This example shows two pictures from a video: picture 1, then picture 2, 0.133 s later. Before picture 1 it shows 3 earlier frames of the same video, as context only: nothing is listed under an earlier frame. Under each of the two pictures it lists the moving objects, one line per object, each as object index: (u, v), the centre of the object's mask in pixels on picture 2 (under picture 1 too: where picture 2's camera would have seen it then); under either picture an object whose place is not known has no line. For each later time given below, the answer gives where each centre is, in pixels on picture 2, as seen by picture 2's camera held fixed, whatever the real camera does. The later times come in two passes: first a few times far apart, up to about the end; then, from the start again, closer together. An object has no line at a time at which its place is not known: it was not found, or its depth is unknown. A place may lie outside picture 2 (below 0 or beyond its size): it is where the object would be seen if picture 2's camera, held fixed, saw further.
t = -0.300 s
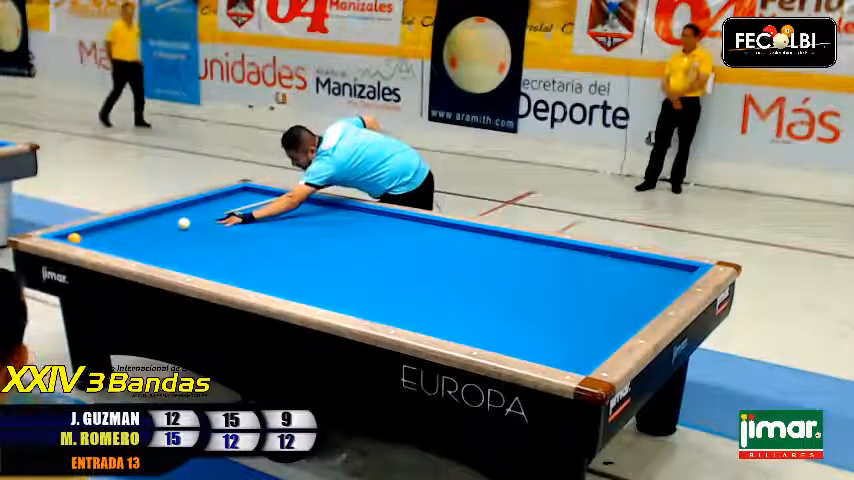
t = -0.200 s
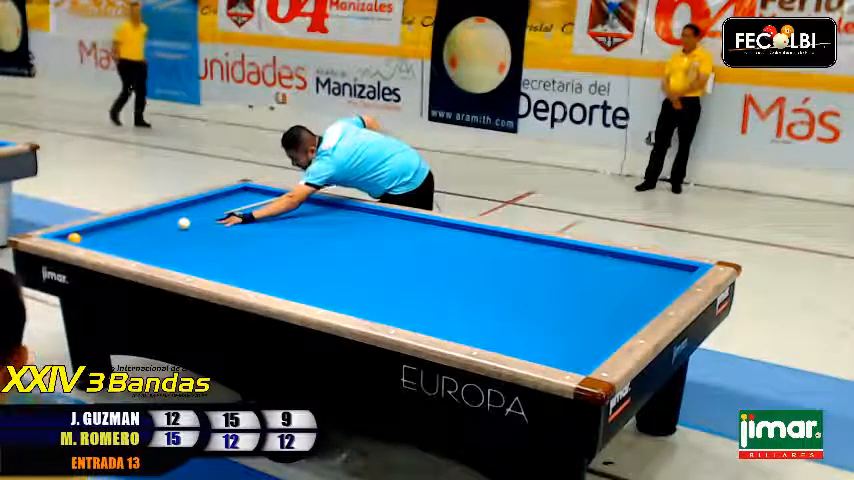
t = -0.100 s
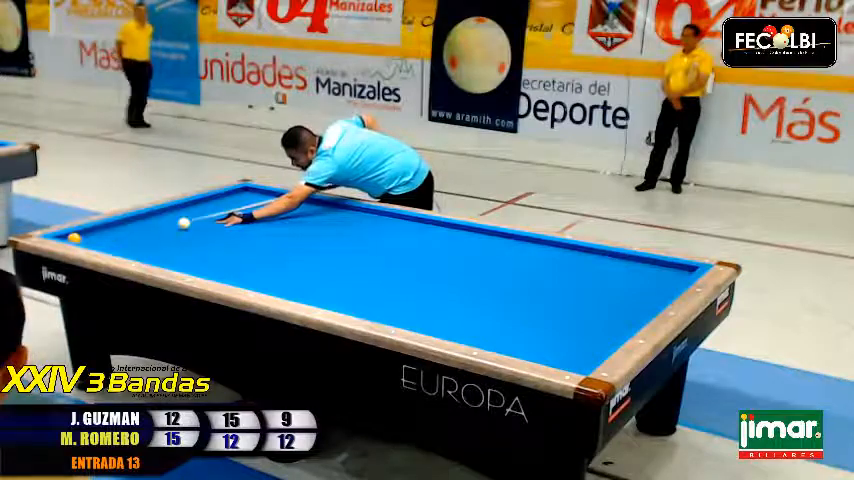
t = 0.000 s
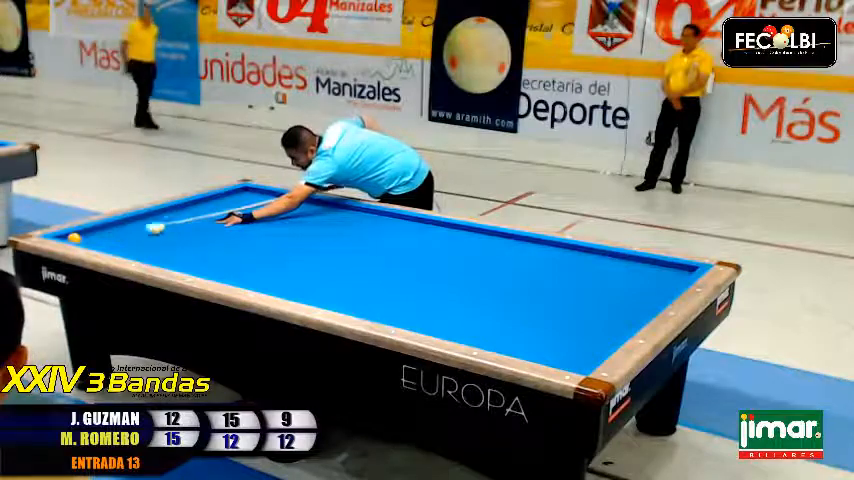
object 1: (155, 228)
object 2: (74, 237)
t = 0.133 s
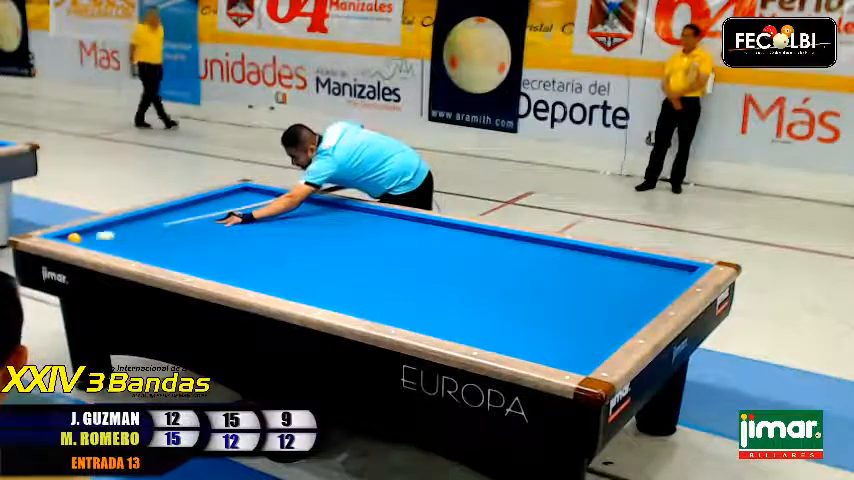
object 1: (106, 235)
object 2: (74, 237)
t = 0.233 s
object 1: (83, 240)
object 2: (68, 236)
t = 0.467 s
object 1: (110, 229)
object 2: (69, 236)
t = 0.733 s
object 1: (129, 219)
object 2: (83, 238)
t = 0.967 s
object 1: (155, 213)
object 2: (96, 241)
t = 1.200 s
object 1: (181, 209)
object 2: (107, 244)
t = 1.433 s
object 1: (204, 204)
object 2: (117, 245)
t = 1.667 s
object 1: (228, 201)
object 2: (128, 246)
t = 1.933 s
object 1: (252, 197)
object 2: (143, 248)
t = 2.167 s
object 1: (273, 194)
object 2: (154, 249)
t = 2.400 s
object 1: (274, 196)
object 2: (164, 250)
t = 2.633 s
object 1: (273, 199)
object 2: (174, 252)
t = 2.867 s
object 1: (272, 203)
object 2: (185, 253)
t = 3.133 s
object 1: (267, 208)
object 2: (194, 255)
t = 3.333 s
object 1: (262, 212)
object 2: (203, 256)
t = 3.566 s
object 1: (257, 216)
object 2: (213, 257)
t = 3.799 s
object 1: (253, 220)
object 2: (222, 259)
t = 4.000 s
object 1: (248, 222)
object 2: (229, 260)
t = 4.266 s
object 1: (243, 226)
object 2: (238, 261)
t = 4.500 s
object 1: (239, 230)
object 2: (246, 262)
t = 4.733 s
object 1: (234, 233)
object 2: (253, 263)
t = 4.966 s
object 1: (230, 236)
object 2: (258, 263)
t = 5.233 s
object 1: (225, 240)
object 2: (266, 264)
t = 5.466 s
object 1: (221, 243)
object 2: (271, 265)
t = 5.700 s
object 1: (216, 246)
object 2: (277, 265)
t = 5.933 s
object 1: (212, 249)
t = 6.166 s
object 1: (209, 251)
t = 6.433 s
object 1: (204, 256)
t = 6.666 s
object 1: (201, 258)
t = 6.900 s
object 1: (198, 260)
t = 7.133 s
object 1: (193, 263)
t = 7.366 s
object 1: (191, 264)
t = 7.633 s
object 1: (188, 266)
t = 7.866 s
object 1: (189, 267)
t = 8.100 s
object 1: (193, 266)
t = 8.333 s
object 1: (196, 266)
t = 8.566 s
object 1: (199, 266)
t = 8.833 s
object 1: (202, 266)
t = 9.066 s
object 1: (203, 266)
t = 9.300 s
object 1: (205, 266)
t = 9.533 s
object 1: (205, 266)
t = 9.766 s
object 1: (206, 266)
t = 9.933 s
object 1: (206, 266)
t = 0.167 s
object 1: (93, 237)
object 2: (73, 237)
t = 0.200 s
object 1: (85, 239)
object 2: (72, 237)
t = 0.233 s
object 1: (83, 240)
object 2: (68, 236)
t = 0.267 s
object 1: (87, 238)
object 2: (63, 236)
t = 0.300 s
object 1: (92, 236)
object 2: (61, 236)
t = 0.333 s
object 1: (97, 235)
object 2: (62, 236)
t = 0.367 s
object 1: (101, 233)
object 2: (63, 236)
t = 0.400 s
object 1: (104, 231)
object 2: (65, 236)
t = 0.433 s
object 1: (108, 229)
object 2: (67, 236)
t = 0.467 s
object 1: (110, 229)
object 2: (69, 236)
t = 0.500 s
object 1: (112, 228)
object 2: (70, 237)
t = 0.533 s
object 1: (115, 226)
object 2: (73, 237)
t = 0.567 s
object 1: (118, 225)
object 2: (75, 237)
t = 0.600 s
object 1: (120, 223)
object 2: (76, 238)
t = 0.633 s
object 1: (122, 222)
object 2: (77, 238)
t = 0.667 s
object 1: (125, 222)
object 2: (79, 238)
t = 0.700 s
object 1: (127, 220)
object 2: (82, 238)
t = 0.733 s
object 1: (129, 219)
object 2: (83, 238)
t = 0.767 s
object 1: (133, 218)
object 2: (85, 239)
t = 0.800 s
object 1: (136, 217)
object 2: (85, 239)
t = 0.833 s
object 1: (140, 216)
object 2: (88, 239)
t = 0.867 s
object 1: (144, 216)
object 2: (88, 239)
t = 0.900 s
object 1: (148, 215)
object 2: (92, 240)
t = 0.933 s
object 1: (152, 214)
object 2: (95, 241)
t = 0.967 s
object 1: (155, 213)
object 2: (96, 241)
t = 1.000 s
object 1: (159, 213)
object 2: (97, 241)
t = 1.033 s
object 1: (162, 212)
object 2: (97, 241)
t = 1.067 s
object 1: (166, 211)
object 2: (102, 242)
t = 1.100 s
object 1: (169, 210)
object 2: (102, 242)
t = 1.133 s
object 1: (173, 210)
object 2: (105, 243)
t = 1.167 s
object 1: (177, 210)
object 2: (106, 243)
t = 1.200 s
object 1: (181, 209)
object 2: (107, 244)
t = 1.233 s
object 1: (184, 209)
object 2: (109, 243)
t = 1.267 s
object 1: (188, 208)
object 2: (109, 243)
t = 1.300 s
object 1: (191, 207)
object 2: (110, 243)
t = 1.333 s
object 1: (194, 207)
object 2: (114, 245)
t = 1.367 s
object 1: (198, 206)
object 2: (114, 245)
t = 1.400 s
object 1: (201, 205)
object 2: (117, 245)
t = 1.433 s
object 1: (204, 204)
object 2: (117, 245)
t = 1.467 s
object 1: (209, 204)
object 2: (120, 246)
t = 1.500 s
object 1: (211, 204)
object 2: (122, 246)
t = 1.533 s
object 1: (215, 203)
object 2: (126, 246)
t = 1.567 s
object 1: (218, 202)
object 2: (127, 246)
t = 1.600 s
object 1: (221, 202)
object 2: (127, 246)
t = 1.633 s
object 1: (224, 202)
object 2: (128, 246)
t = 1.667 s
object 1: (228, 201)
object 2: (128, 246)
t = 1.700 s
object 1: (231, 200)
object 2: (132, 247)
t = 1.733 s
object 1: (233, 199)
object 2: (133, 246)
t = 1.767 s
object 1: (236, 199)
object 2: (135, 247)
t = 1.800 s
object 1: (240, 198)
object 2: (136, 247)
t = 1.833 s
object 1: (242, 198)
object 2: (138, 248)
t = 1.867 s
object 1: (245, 197)
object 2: (140, 248)
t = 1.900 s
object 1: (249, 197)
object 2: (141, 249)
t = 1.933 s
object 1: (252, 197)
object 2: (143, 248)
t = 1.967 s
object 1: (255, 196)
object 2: (145, 248)
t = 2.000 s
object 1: (257, 196)
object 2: (146, 248)
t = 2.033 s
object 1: (261, 195)
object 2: (147, 248)
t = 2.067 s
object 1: (264, 195)
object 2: (149, 249)
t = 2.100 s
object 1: (266, 194)
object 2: (150, 249)
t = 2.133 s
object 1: (269, 194)
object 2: (151, 249)
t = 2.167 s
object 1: (273, 194)
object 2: (154, 249)
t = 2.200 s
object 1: (274, 194)
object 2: (155, 249)
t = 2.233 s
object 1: (275, 195)
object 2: (157, 250)
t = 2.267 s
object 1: (275, 195)
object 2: (158, 249)
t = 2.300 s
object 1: (275, 195)
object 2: (160, 250)
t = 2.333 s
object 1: (275, 195)
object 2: (162, 250)
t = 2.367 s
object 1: (275, 195)
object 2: (163, 250)
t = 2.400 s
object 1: (274, 196)
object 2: (164, 250)
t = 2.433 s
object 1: (274, 197)
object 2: (166, 251)
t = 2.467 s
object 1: (274, 198)
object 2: (167, 252)
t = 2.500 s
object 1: (274, 198)
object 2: (169, 252)
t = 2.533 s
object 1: (274, 198)
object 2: (170, 252)
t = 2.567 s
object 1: (273, 199)
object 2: (172, 252)
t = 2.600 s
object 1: (273, 199)
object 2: (173, 252)
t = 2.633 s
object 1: (273, 199)
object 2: (174, 252)
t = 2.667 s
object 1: (274, 200)
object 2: (175, 253)
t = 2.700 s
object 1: (273, 200)
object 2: (176, 252)
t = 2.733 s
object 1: (273, 202)
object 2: (179, 252)
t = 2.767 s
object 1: (273, 201)
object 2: (180, 252)
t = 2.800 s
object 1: (273, 201)
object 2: (182, 252)
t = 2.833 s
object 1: (272, 203)
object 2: (183, 252)
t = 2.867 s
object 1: (272, 203)
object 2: (185, 253)
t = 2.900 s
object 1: (272, 204)
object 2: (186, 254)
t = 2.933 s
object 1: (271, 205)
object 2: (187, 254)
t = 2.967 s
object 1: (271, 205)
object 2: (187, 254)
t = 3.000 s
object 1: (271, 206)
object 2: (188, 254)
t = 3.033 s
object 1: (271, 206)
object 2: (189, 254)
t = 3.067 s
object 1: (269, 207)
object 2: (191, 255)
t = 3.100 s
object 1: (269, 207)
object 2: (191, 254)
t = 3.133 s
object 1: (267, 208)
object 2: (194, 255)
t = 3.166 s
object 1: (265, 210)
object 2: (199, 256)
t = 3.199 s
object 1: (265, 210)
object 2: (200, 255)
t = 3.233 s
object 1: (264, 211)
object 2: (201, 256)
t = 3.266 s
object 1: (264, 211)
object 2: (201, 256)
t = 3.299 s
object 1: (264, 211)
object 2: (202, 256)
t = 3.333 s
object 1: (262, 212)
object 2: (203, 256)
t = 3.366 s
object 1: (262, 212)
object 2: (205, 257)
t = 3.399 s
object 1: (262, 213)
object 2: (207, 257)
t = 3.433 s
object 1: (261, 214)
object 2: (209, 257)
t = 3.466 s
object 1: (260, 214)
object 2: (210, 257)
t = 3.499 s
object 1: (260, 214)
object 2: (210, 257)
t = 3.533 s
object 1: (258, 215)
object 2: (212, 257)
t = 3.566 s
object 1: (257, 216)
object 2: (213, 257)
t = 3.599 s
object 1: (257, 216)
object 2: (215, 258)
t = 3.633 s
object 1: (256, 216)
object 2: (216, 258)
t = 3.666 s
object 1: (256, 216)
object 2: (216, 258)
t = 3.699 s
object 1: (255, 218)
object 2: (218, 258)
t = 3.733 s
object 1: (254, 217)
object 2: (219, 259)
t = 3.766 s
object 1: (253, 219)
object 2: (221, 259)
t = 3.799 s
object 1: (253, 220)
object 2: (222, 259)
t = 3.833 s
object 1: (252, 220)
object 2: (223, 259)
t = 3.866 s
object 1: (252, 220)
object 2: (224, 259)
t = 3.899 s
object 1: (251, 220)
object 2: (225, 259)
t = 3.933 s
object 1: (250, 221)
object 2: (226, 259)
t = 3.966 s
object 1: (249, 221)
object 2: (227, 260)
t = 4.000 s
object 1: (248, 222)
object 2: (229, 260)
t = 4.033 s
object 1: (248, 223)
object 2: (231, 260)
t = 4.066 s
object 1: (247, 223)
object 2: (232, 260)
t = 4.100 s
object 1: (246, 224)
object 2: (234, 261)
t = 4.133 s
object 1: (246, 224)
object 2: (235, 260)
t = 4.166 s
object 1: (246, 225)
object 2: (236, 260)
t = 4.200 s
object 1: (244, 225)
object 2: (236, 261)
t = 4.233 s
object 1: (244, 226)
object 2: (237, 261)
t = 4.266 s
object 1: (243, 226)
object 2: (238, 261)
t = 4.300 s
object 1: (243, 226)
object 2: (239, 261)
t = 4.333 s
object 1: (242, 228)
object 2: (240, 262)
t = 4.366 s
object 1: (242, 227)
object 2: (242, 262)
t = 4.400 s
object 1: (241, 228)
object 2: (242, 262)
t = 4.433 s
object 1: (240, 229)
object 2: (242, 262)
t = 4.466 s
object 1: (240, 230)
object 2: (244, 262)
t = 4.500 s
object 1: (239, 230)
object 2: (246, 262)
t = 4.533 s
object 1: (238, 230)
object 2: (247, 262)
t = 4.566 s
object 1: (238, 231)
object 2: (247, 262)
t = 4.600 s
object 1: (237, 231)
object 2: (248, 263)
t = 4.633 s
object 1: (236, 231)
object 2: (249, 263)
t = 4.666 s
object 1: (235, 231)
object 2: (250, 263)
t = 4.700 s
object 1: (235, 232)
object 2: (252, 263)
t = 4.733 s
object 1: (234, 233)
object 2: (253, 263)
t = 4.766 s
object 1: (233, 233)
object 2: (253, 263)
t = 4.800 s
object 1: (233, 233)
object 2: (254, 263)
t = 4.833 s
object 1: (232, 234)
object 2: (255, 263)
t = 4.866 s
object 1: (232, 235)
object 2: (257, 263)
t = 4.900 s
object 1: (231, 235)
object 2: (258, 263)
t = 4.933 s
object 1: (230, 236)
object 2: (258, 263)
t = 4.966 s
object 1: (230, 236)
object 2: (258, 263)
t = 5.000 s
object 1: (229, 236)
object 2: (260, 263)
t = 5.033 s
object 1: (229, 237)
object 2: (261, 263)
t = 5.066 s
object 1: (228, 237)
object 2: (262, 264)
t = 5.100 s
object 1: (227, 238)
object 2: (263, 264)
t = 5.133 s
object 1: (227, 238)
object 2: (263, 264)
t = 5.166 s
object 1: (226, 239)
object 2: (264, 264)
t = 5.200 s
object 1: (226, 239)
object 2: (265, 264)
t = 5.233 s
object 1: (225, 240)
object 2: (266, 264)
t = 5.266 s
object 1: (224, 240)
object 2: (267, 265)
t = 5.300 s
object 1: (223, 240)
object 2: (268, 264)
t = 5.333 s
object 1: (223, 241)
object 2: (268, 264)
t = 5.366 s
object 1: (223, 241)
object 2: (269, 265)
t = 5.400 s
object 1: (222, 242)
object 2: (270, 265)
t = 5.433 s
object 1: (221, 243)
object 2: (271, 265)
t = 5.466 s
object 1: (221, 243)
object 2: (271, 265)
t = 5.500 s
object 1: (220, 244)
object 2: (273, 265)
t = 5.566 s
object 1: (219, 244)
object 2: (274, 265)
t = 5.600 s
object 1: (218, 245)
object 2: (274, 265)
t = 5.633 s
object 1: (218, 246)
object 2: (275, 265)
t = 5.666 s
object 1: (218, 246)
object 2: (276, 266)
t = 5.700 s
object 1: (216, 246)
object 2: (277, 265)
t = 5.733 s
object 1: (216, 247)
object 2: (277, 265)
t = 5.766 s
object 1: (215, 247)
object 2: (278, 266)
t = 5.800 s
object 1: (215, 247)
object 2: (279, 266)
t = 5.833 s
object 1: (214, 248)
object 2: (279, 266)
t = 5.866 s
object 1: (214, 248)
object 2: (280, 266)
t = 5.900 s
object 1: (213, 248)
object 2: (280, 266)
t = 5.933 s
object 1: (212, 249)
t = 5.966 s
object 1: (212, 249)
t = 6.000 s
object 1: (211, 249)
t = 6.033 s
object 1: (211, 249)
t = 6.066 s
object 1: (210, 250)
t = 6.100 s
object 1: (210, 250)
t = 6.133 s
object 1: (209, 251)
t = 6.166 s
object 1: (209, 251)
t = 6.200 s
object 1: (208, 253)
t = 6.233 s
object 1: (207, 253)
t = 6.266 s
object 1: (207, 253)
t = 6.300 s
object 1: (206, 253)
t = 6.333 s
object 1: (205, 254)
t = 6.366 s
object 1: (205, 254)
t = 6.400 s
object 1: (204, 255)
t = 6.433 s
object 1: (204, 256)
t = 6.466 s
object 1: (204, 256)
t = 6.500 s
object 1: (203, 256)
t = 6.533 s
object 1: (203, 256)
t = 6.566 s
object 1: (202, 256)
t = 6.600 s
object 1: (202, 257)
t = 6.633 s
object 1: (201, 258)
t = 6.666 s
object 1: (201, 258)
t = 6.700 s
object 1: (200, 258)
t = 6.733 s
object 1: (200, 259)
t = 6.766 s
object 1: (199, 259)
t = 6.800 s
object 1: (198, 260)
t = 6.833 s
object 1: (198, 260)
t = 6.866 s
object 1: (198, 260)
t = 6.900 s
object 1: (198, 260)
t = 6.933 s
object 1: (198, 260)
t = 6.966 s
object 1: (196, 261)
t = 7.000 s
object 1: (196, 262)
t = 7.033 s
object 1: (196, 262)
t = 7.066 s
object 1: (195, 263)
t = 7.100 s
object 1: (194, 263)
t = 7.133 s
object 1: (193, 263)
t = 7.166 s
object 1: (193, 263)
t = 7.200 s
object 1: (193, 264)
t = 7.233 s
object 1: (193, 264)
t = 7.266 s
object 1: (193, 264)
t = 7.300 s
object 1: (193, 264)
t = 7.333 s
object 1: (192, 264)
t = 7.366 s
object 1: (191, 264)
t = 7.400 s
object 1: (191, 264)
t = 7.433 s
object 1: (190, 265)
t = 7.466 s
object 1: (189, 266)
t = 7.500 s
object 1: (188, 266)
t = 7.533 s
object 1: (188, 266)
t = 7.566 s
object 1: (188, 266)
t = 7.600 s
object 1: (188, 266)
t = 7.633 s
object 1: (188, 266)
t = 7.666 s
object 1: (188, 266)
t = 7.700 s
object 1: (188, 266)
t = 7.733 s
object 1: (188, 266)
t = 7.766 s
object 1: (188, 266)
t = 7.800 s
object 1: (188, 266)
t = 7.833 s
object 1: (189, 267)
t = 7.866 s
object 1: (189, 267)
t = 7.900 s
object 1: (189, 267)
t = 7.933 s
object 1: (190, 267)
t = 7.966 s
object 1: (192, 266)
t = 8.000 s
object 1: (192, 266)
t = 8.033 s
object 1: (192, 266)
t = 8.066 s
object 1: (192, 266)
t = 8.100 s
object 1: (193, 266)
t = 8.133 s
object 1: (193, 266)
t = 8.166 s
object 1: (194, 266)
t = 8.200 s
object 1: (194, 266)
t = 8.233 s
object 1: (194, 266)
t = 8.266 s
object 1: (195, 266)
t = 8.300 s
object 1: (195, 266)
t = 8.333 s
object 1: (196, 266)
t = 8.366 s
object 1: (196, 266)
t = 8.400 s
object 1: (197, 266)
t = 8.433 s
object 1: (197, 266)
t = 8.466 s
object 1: (198, 266)
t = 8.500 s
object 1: (198, 266)
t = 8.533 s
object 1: (199, 266)
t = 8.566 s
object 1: (199, 266)
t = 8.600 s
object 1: (199, 266)
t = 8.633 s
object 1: (199, 266)
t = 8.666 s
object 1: (200, 265)
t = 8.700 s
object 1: (200, 265)
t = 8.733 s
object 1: (200, 265)
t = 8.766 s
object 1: (201, 265)
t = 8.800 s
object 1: (201, 265)
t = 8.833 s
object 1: (202, 266)
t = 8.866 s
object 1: (202, 266)
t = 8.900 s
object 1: (202, 266)
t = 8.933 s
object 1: (202, 266)
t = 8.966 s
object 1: (202, 266)
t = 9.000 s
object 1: (203, 266)
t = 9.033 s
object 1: (203, 266)
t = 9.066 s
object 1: (203, 266)
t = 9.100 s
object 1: (203, 266)
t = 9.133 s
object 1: (204, 266)
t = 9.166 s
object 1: (204, 266)
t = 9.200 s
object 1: (204, 266)
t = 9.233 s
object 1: (205, 266)
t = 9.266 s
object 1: (205, 266)
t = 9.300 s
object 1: (205, 266)
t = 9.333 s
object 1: (205, 266)
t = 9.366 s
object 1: (205, 266)
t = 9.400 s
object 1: (205, 266)
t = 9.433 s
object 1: (205, 266)
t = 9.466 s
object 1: (205, 266)
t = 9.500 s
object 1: (205, 266)
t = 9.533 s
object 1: (205, 266)
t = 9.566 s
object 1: (206, 266)
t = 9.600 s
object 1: (206, 266)
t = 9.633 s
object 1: (206, 266)
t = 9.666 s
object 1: (206, 266)
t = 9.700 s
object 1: (206, 266)
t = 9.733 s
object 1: (206, 266)
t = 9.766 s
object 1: (206, 266)
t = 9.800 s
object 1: (206, 266)
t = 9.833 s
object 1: (206, 266)
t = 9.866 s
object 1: (206, 266)
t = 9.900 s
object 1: (206, 266)
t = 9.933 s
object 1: (206, 266)
